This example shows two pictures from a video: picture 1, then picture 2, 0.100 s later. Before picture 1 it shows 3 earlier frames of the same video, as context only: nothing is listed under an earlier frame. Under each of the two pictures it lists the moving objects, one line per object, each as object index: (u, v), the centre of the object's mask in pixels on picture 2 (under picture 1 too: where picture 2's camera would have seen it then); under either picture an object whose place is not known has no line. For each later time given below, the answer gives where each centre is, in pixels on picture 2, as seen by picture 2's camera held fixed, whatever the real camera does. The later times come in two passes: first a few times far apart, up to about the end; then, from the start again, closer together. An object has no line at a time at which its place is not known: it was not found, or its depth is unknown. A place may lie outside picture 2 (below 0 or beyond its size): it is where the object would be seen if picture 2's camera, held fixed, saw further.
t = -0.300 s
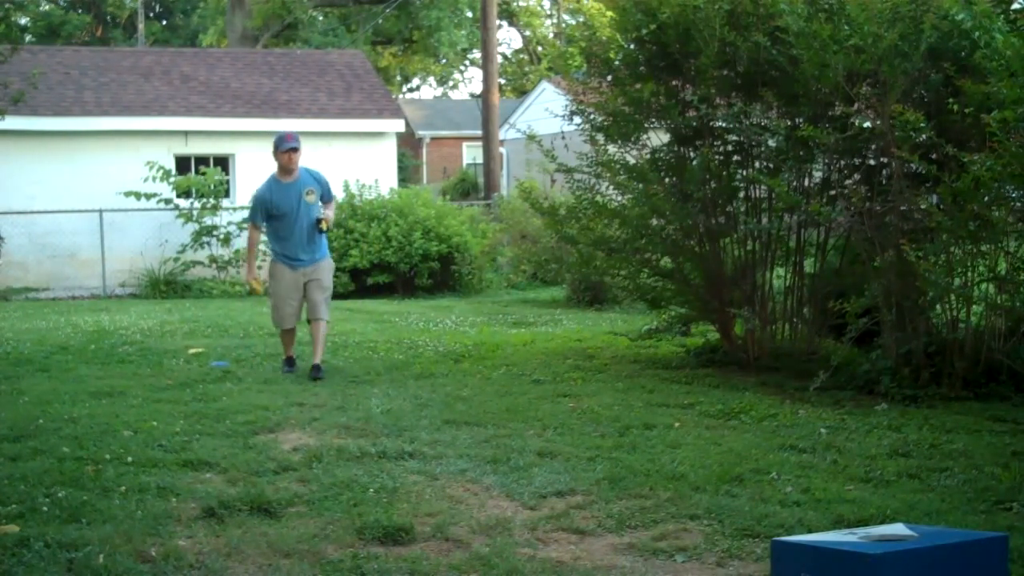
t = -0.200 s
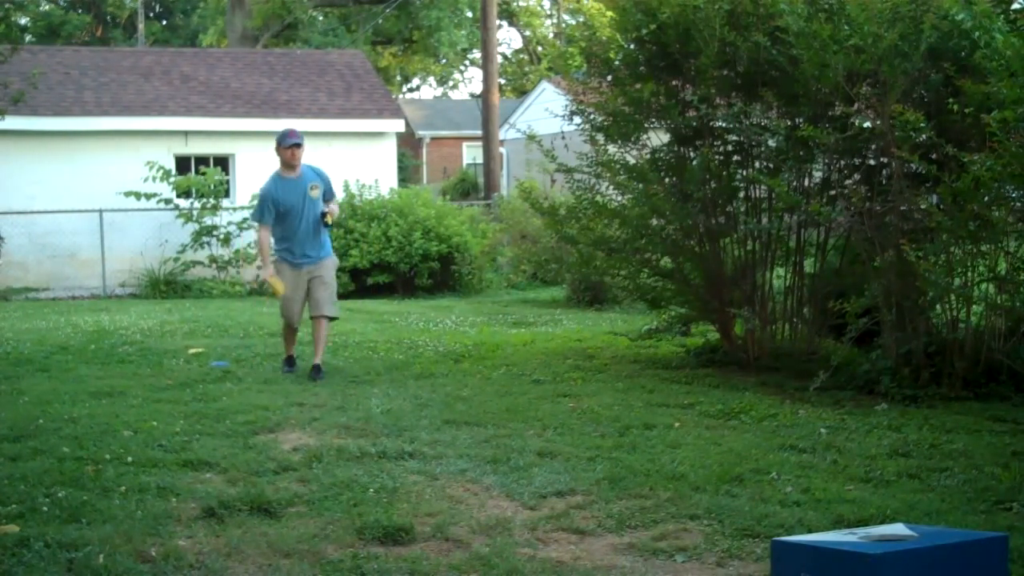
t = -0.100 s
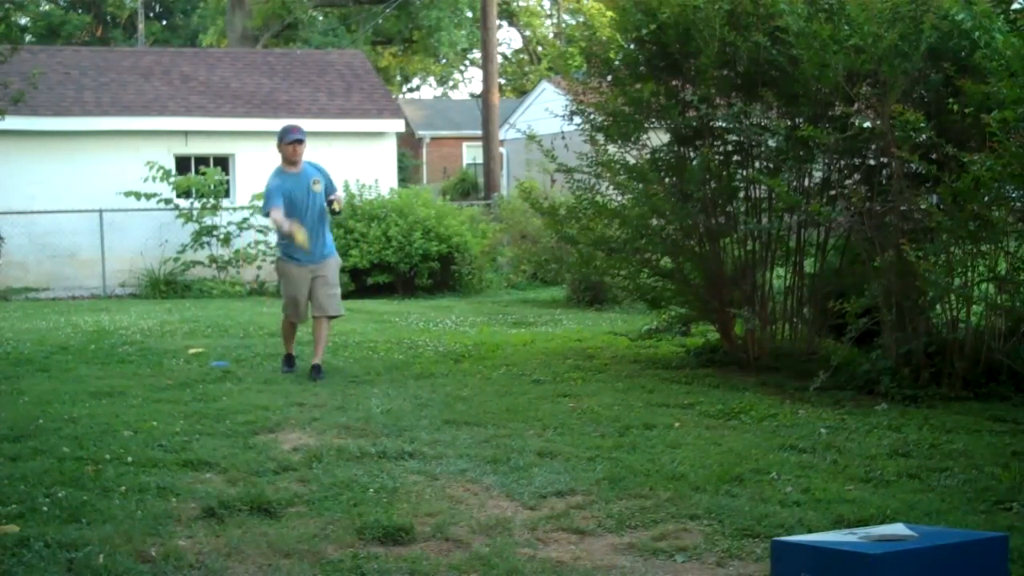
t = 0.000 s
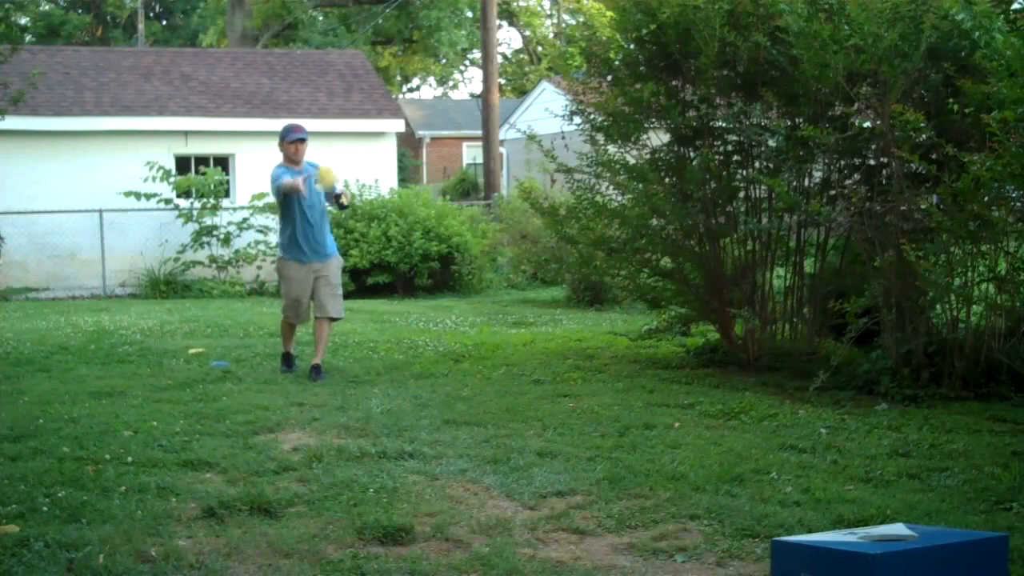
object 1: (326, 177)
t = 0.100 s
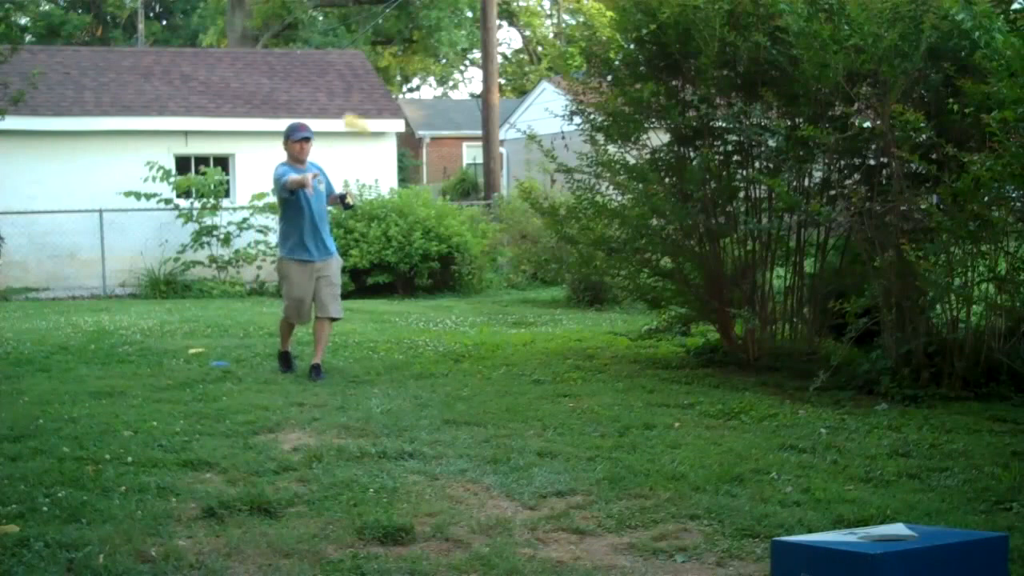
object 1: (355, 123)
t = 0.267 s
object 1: (412, 64)
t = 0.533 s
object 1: (545, 88)
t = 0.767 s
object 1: (753, 346)
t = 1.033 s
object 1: (900, 531)
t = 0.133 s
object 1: (366, 109)
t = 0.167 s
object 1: (376, 95)
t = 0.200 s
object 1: (386, 82)
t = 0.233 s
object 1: (399, 71)
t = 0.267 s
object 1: (412, 64)
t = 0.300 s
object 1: (425, 59)
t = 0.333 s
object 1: (439, 55)
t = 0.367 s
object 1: (453, 53)
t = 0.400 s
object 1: (469, 54)
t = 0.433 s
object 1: (486, 58)
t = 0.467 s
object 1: (505, 65)
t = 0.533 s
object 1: (545, 88)
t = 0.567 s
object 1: (571, 109)
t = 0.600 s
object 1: (596, 132)
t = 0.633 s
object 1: (621, 160)
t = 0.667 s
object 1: (651, 195)
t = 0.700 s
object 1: (683, 237)
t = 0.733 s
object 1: (715, 287)
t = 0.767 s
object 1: (753, 346)
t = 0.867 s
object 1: (865, 527)
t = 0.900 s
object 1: (894, 524)
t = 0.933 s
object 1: (907, 532)
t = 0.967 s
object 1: (904, 529)
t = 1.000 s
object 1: (901, 529)
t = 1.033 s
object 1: (900, 531)
